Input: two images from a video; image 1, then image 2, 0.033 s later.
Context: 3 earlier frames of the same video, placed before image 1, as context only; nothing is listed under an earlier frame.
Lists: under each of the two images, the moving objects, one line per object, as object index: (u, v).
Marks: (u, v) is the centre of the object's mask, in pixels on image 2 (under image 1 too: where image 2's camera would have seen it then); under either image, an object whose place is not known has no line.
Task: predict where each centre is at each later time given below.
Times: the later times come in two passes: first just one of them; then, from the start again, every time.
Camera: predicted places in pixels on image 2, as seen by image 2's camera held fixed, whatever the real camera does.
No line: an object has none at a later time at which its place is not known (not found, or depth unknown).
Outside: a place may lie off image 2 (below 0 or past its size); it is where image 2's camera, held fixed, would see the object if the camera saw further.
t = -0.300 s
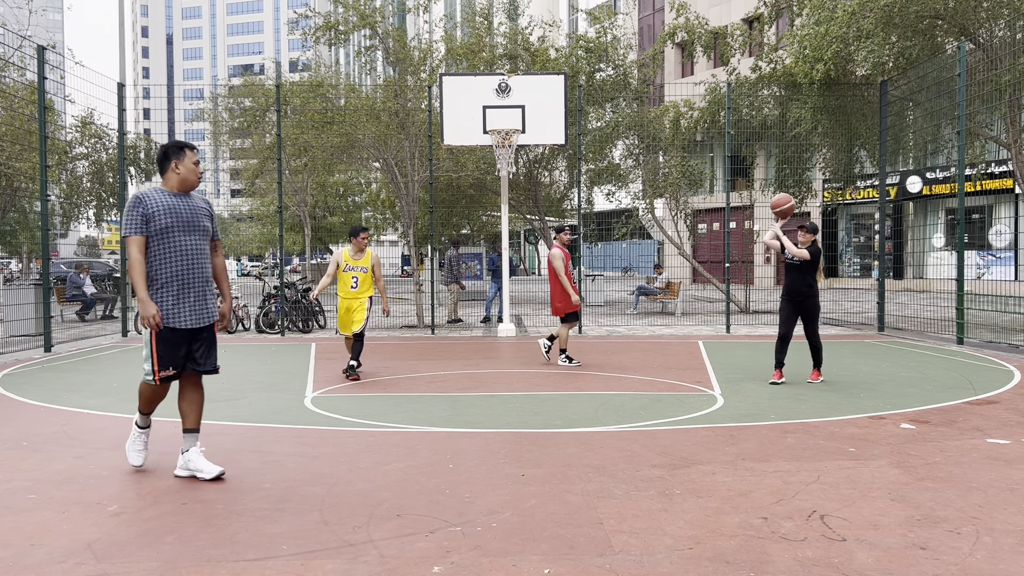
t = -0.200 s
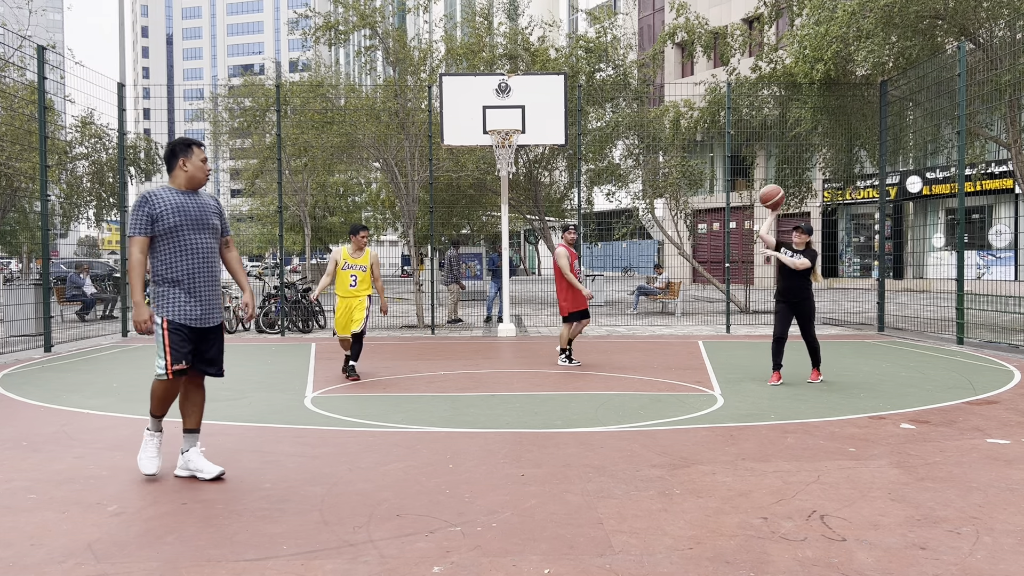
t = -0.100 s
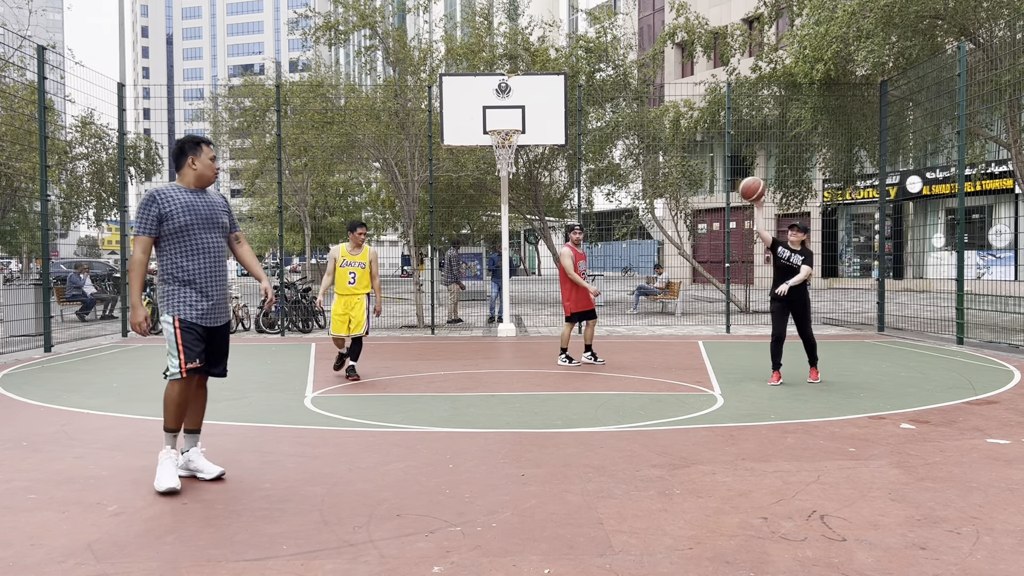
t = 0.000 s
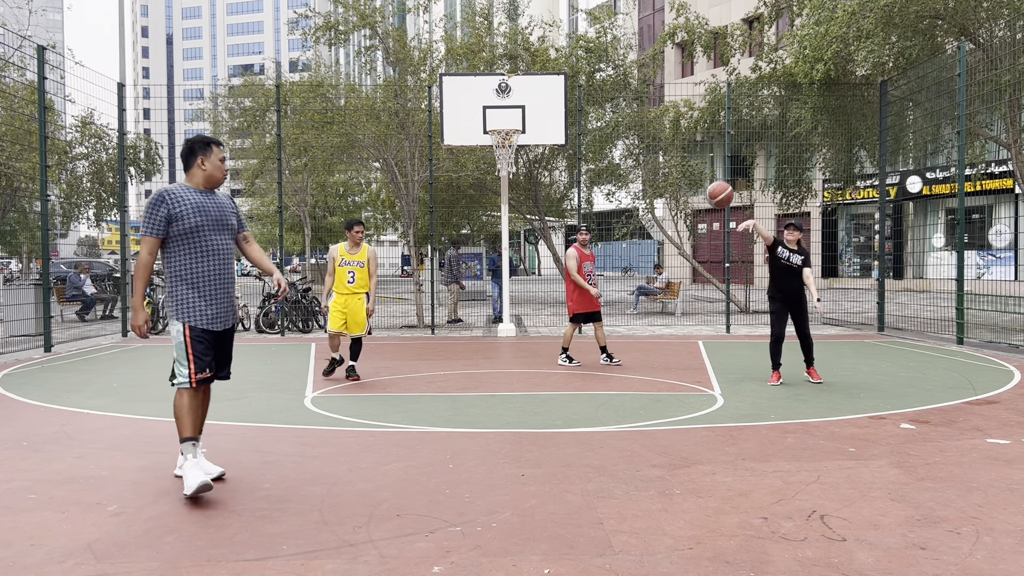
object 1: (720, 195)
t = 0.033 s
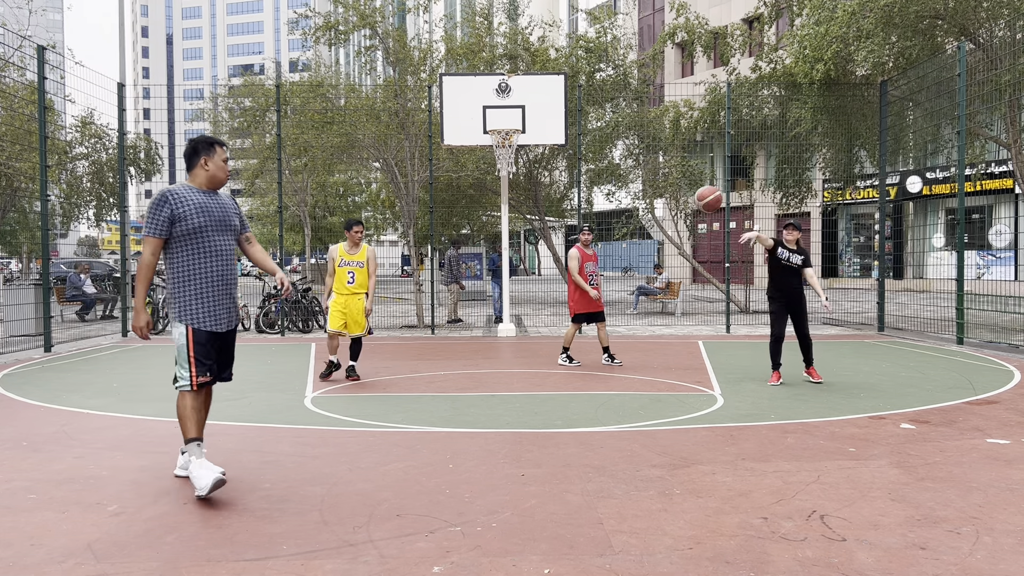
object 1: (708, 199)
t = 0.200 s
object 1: (642, 246)
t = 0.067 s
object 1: (696, 205)
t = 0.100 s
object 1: (683, 213)
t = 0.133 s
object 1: (671, 223)
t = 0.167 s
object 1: (656, 233)
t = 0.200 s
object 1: (642, 246)
